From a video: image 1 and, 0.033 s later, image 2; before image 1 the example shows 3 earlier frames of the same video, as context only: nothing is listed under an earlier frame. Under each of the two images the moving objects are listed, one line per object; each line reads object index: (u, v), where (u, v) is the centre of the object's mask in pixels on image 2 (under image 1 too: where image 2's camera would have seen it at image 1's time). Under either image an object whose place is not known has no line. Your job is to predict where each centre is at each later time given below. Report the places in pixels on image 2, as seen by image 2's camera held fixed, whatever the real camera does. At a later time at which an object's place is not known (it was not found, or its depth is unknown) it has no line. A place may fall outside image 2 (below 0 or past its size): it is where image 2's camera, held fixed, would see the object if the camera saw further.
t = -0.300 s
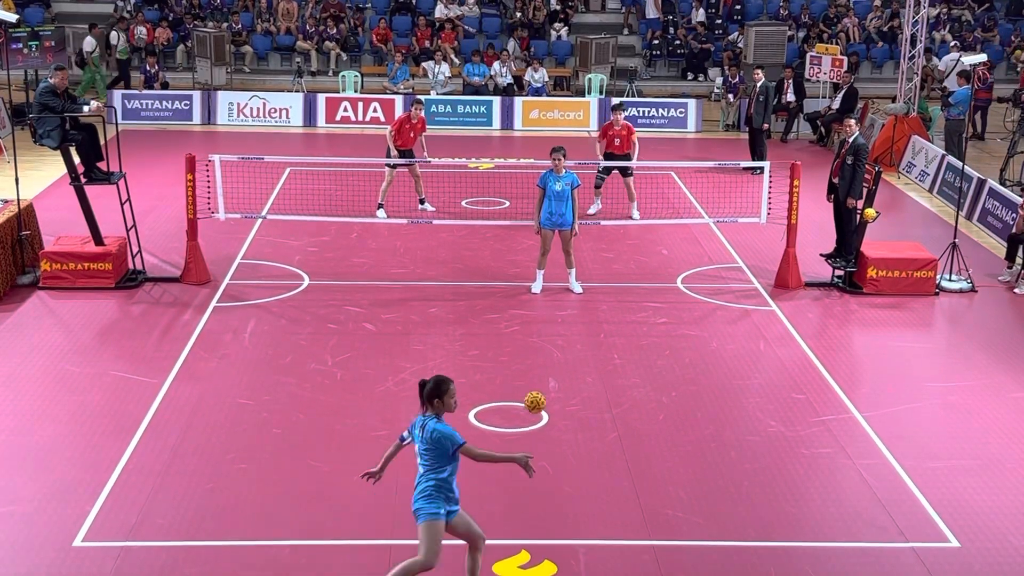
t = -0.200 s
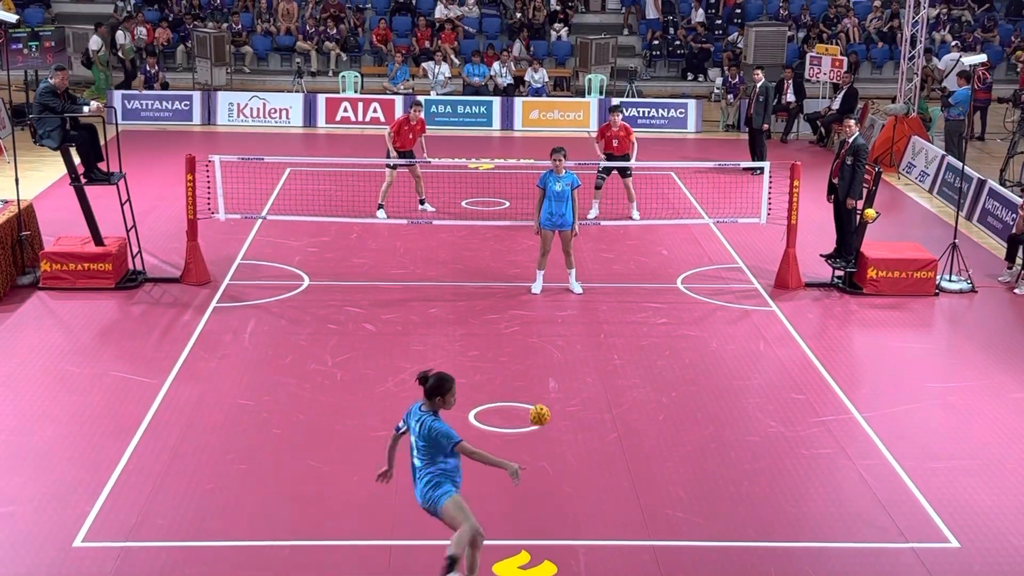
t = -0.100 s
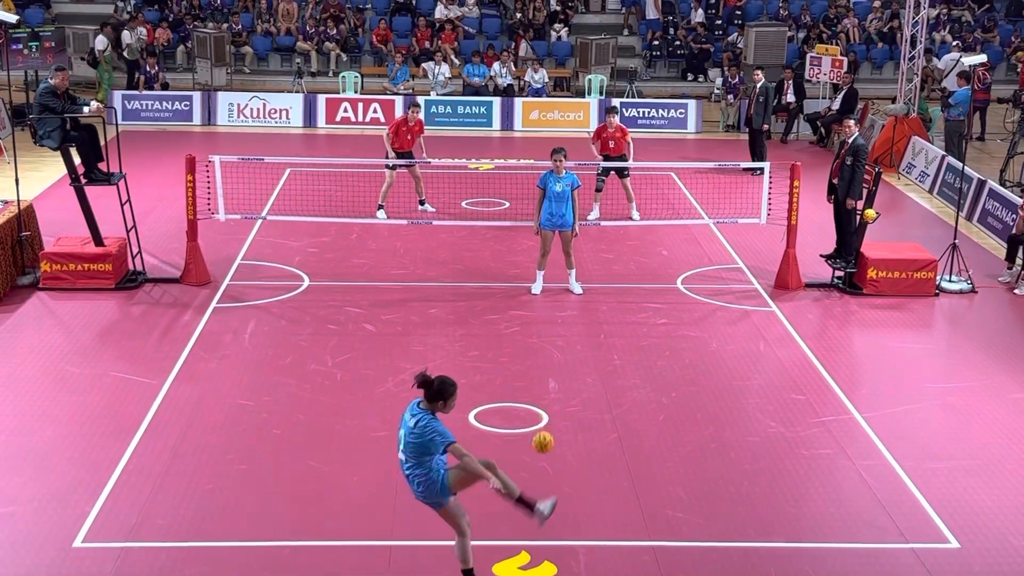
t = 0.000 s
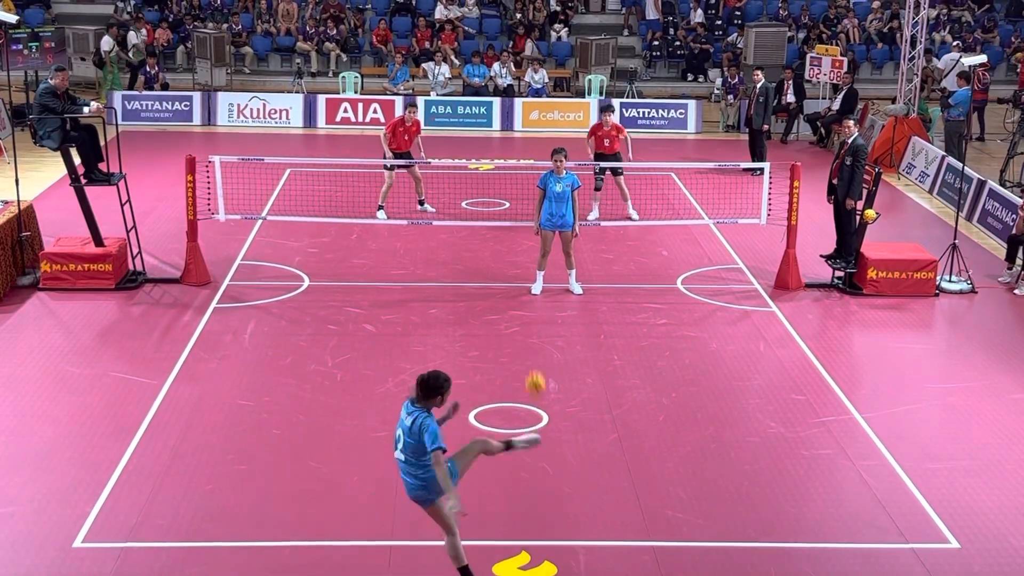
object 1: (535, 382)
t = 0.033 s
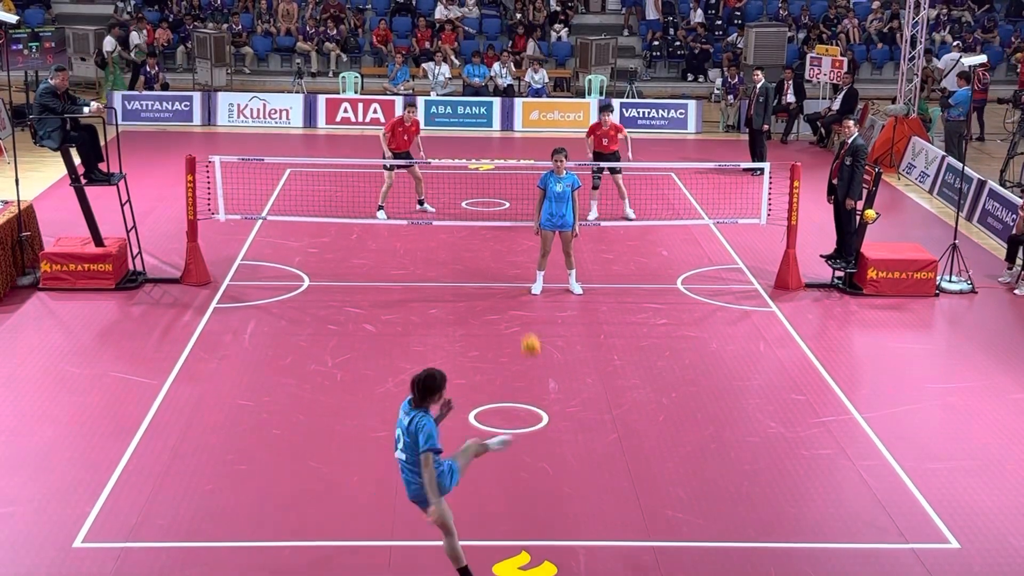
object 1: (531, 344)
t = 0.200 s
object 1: (512, 212)
